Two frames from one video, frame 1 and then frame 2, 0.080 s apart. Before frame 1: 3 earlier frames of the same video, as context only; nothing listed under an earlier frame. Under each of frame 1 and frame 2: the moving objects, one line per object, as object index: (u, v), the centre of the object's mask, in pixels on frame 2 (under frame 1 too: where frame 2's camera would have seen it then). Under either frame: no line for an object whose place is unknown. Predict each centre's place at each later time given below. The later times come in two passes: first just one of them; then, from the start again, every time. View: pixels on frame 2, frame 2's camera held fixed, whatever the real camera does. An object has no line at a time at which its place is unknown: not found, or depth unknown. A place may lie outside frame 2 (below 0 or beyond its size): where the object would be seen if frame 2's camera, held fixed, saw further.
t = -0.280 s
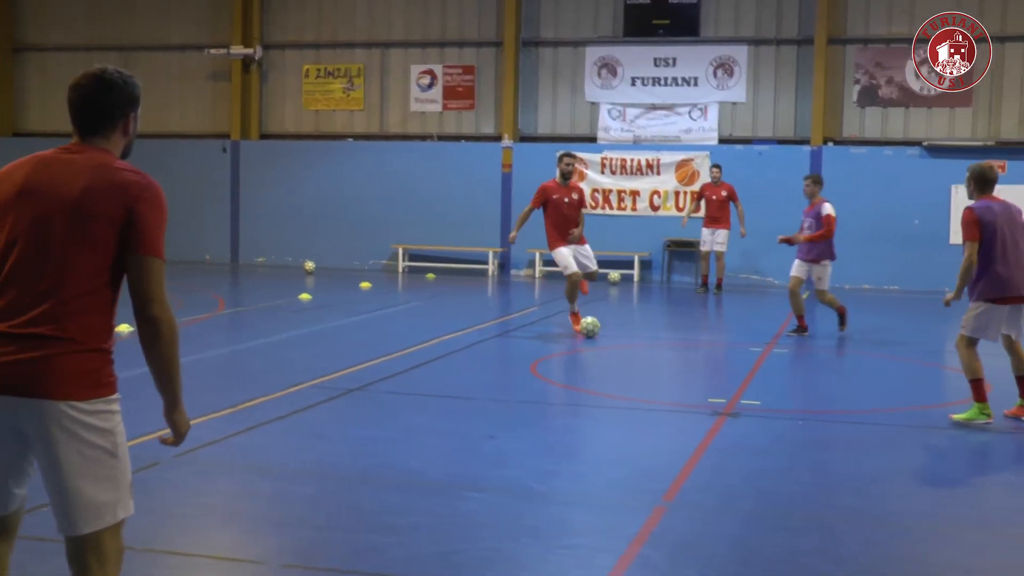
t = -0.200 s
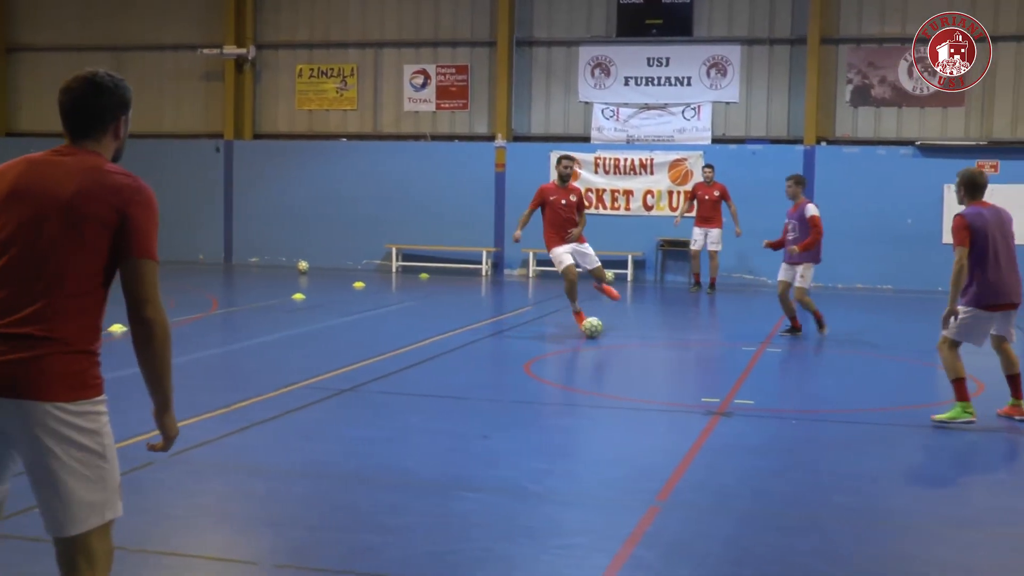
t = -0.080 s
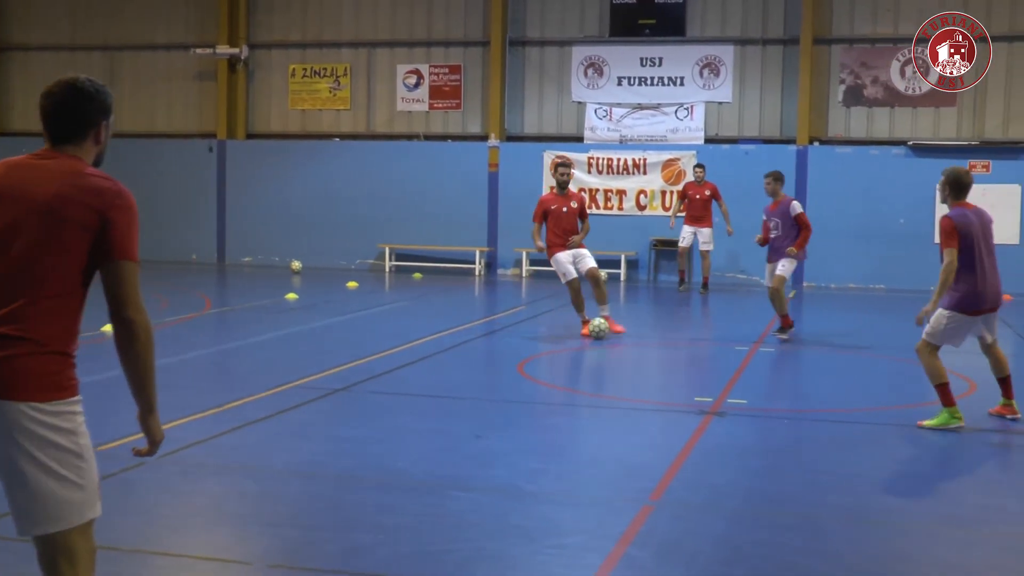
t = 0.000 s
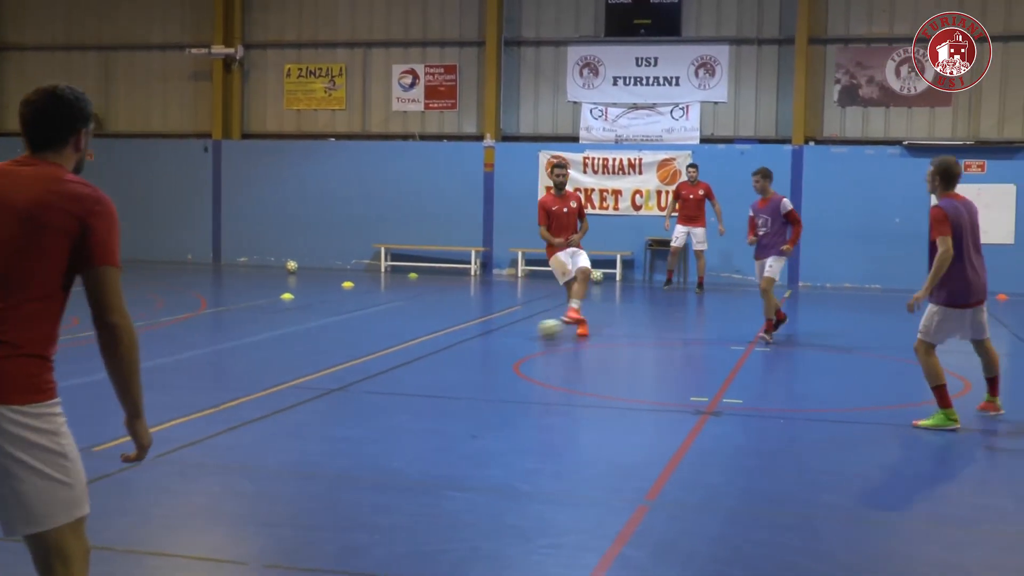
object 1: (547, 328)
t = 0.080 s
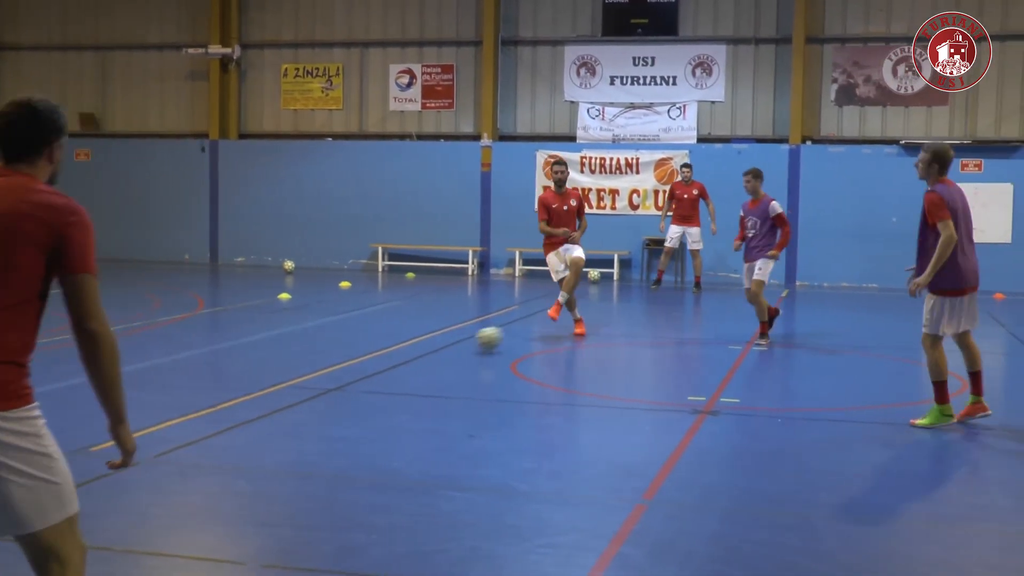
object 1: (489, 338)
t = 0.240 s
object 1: (364, 356)
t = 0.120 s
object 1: (458, 344)
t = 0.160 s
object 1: (428, 346)
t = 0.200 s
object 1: (396, 352)
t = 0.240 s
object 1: (364, 356)
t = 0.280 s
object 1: (332, 359)
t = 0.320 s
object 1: (299, 363)
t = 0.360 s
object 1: (265, 369)
